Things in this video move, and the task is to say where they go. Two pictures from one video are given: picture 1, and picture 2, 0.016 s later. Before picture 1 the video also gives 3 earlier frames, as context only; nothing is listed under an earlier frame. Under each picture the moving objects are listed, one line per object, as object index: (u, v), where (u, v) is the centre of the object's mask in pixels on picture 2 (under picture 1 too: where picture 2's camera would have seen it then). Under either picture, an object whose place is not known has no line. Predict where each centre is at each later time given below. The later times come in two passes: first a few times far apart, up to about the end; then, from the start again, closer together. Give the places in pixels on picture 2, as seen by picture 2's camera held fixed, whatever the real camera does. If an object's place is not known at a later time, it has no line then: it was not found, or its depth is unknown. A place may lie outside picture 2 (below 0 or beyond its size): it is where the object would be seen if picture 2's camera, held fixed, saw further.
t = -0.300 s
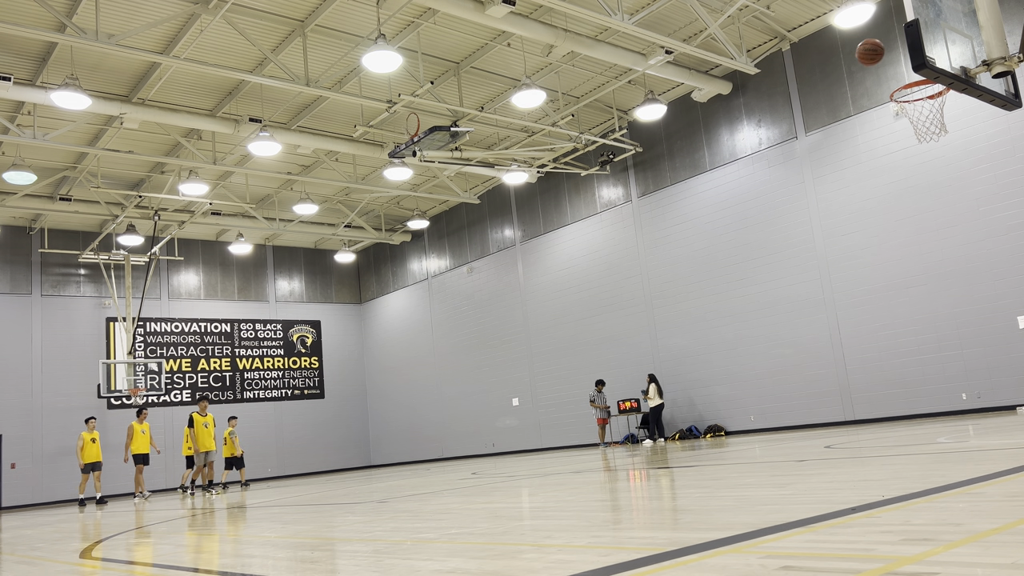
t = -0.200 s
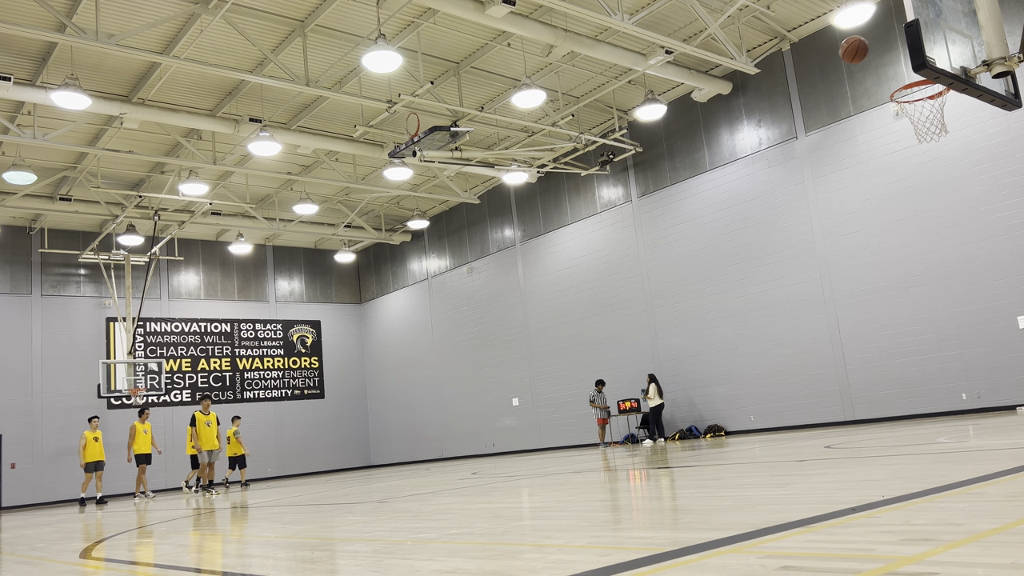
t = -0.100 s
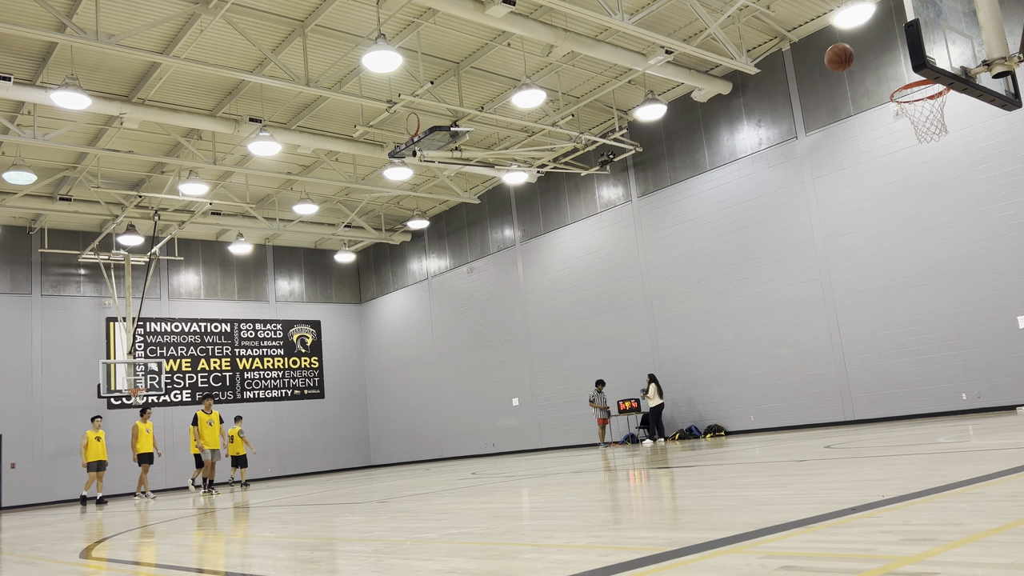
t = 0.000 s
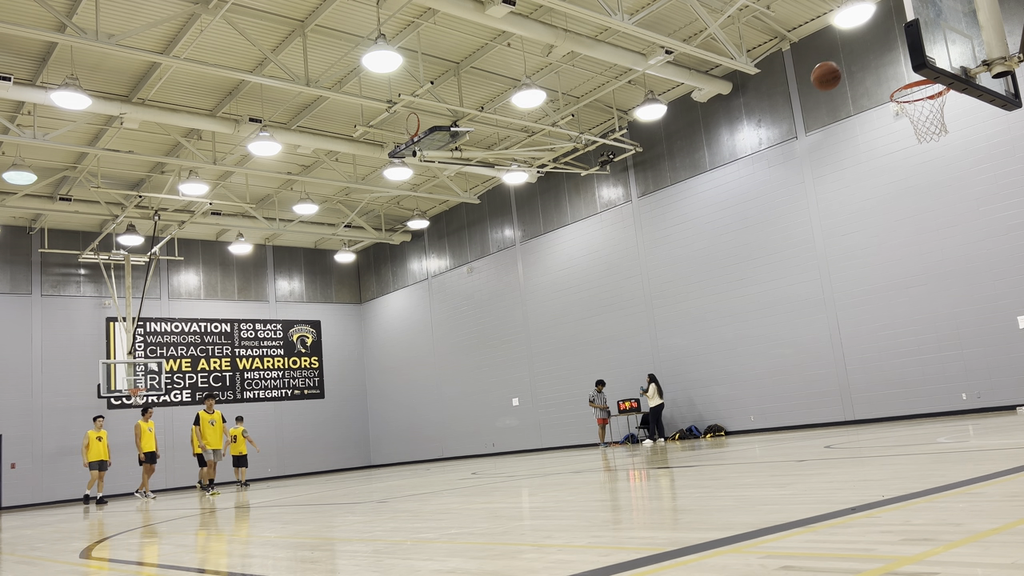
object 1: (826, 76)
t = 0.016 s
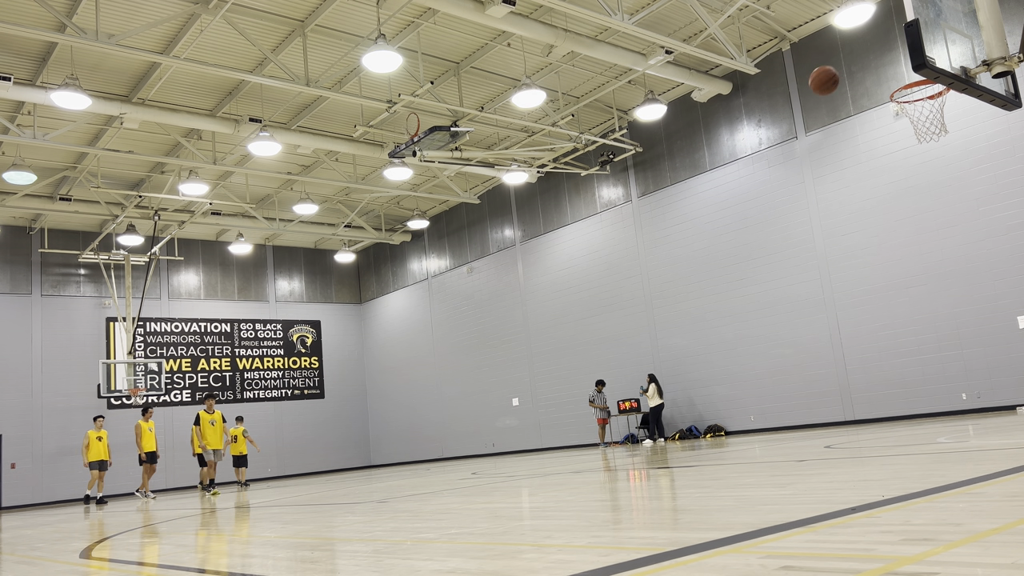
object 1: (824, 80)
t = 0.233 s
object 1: (801, 168)
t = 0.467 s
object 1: (786, 344)
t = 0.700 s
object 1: (727, 338)
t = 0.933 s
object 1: (641, 206)
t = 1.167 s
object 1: (560, 143)
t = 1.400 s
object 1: (480, 156)
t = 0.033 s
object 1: (822, 85)
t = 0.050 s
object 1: (820, 90)
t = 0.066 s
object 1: (818, 95)
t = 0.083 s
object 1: (816, 100)
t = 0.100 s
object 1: (814, 106)
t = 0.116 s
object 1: (813, 113)
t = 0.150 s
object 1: (809, 127)
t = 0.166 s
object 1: (807, 134)
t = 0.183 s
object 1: (806, 142)
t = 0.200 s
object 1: (804, 151)
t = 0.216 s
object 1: (802, 159)
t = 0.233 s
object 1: (801, 168)
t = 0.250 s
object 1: (799, 178)
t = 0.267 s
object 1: (798, 188)
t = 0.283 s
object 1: (797, 198)
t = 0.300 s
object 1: (795, 209)
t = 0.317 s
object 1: (794, 220)
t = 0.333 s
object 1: (793, 232)
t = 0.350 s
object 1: (792, 244)
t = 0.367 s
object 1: (791, 257)
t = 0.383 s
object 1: (790, 270)
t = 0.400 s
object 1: (789, 283)
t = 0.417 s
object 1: (788, 298)
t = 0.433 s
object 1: (787, 312)
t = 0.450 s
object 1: (786, 328)
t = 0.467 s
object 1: (786, 344)
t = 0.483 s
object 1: (785, 360)
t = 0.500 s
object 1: (785, 376)
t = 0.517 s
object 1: (784, 394)
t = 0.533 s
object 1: (784, 412)
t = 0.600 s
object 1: (767, 416)
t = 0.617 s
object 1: (760, 402)
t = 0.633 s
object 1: (754, 389)
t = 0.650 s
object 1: (747, 375)
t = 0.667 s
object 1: (740, 363)
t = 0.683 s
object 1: (734, 350)
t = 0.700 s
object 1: (727, 338)
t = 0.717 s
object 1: (721, 326)
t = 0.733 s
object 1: (715, 315)
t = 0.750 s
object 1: (708, 303)
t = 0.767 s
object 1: (702, 293)
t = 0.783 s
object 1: (695, 282)
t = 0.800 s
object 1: (689, 273)
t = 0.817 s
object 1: (683, 263)
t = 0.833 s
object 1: (677, 254)
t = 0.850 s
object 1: (671, 245)
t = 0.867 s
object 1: (665, 236)
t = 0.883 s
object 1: (659, 228)
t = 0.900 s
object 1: (653, 220)
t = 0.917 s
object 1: (647, 213)
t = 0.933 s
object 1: (641, 206)
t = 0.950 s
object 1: (635, 199)
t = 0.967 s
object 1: (629, 192)
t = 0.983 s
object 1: (623, 186)
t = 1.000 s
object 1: (617, 180)
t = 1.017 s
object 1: (611, 175)
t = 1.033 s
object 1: (606, 170)
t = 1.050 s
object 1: (600, 166)
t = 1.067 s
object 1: (594, 161)
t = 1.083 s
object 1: (589, 157)
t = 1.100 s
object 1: (583, 154)
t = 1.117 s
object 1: (577, 151)
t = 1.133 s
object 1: (572, 148)
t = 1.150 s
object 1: (565, 146)
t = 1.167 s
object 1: (560, 143)
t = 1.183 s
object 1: (555, 142)
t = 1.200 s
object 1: (549, 140)
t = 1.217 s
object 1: (544, 139)
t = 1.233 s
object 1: (537, 139)
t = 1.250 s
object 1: (531, 139)
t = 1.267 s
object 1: (526, 139)
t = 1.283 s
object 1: (520, 140)
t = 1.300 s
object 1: (515, 141)
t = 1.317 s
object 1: (509, 142)
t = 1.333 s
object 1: (503, 144)
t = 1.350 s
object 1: (497, 147)
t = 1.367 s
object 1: (492, 149)
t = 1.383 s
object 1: (486, 152)
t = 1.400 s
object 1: (480, 156)
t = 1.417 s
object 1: (474, 160)
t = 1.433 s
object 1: (469, 165)
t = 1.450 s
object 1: (463, 170)
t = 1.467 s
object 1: (458, 175)
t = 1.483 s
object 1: (452, 182)
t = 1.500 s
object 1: (446, 188)
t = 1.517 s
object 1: (440, 195)
